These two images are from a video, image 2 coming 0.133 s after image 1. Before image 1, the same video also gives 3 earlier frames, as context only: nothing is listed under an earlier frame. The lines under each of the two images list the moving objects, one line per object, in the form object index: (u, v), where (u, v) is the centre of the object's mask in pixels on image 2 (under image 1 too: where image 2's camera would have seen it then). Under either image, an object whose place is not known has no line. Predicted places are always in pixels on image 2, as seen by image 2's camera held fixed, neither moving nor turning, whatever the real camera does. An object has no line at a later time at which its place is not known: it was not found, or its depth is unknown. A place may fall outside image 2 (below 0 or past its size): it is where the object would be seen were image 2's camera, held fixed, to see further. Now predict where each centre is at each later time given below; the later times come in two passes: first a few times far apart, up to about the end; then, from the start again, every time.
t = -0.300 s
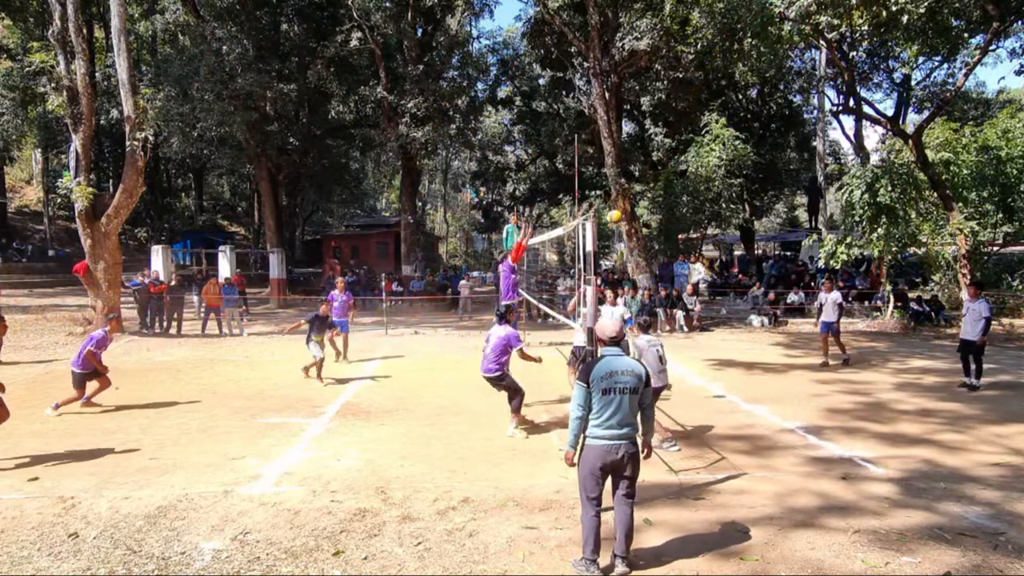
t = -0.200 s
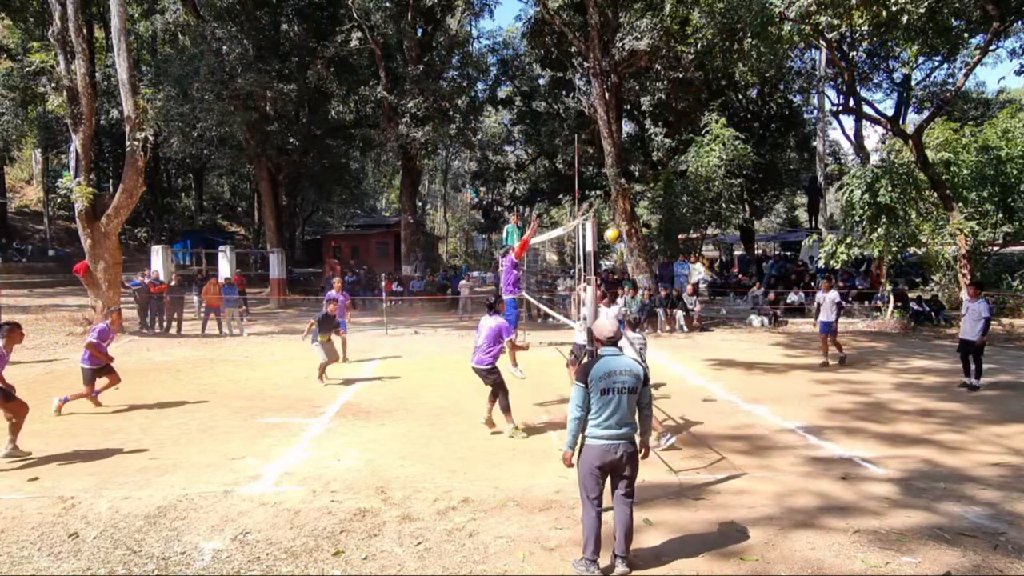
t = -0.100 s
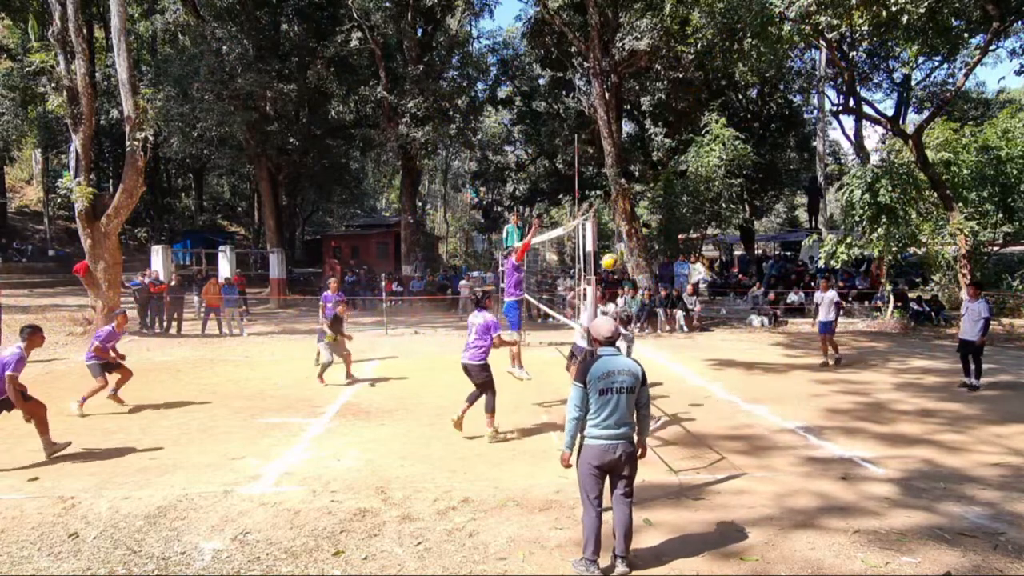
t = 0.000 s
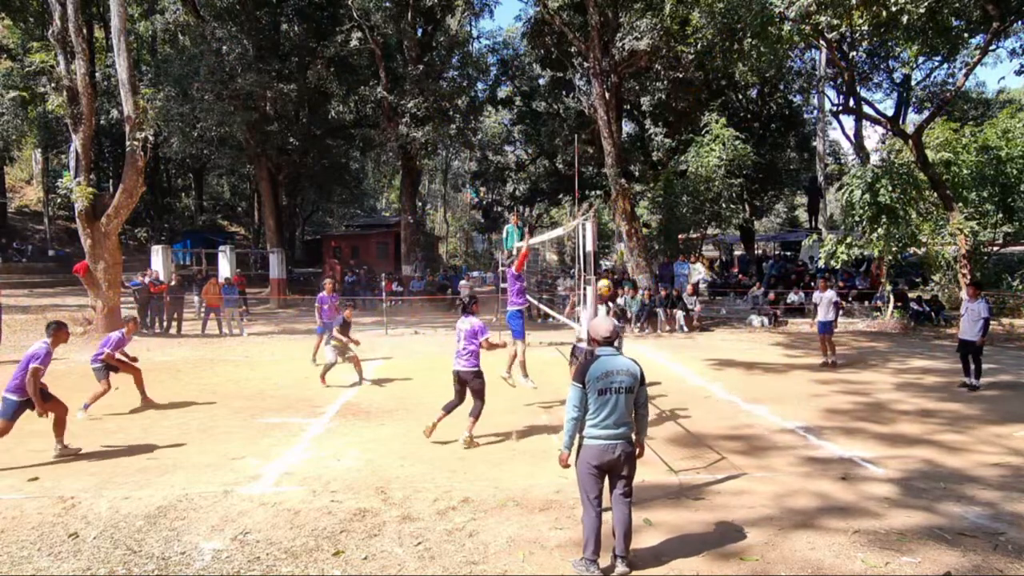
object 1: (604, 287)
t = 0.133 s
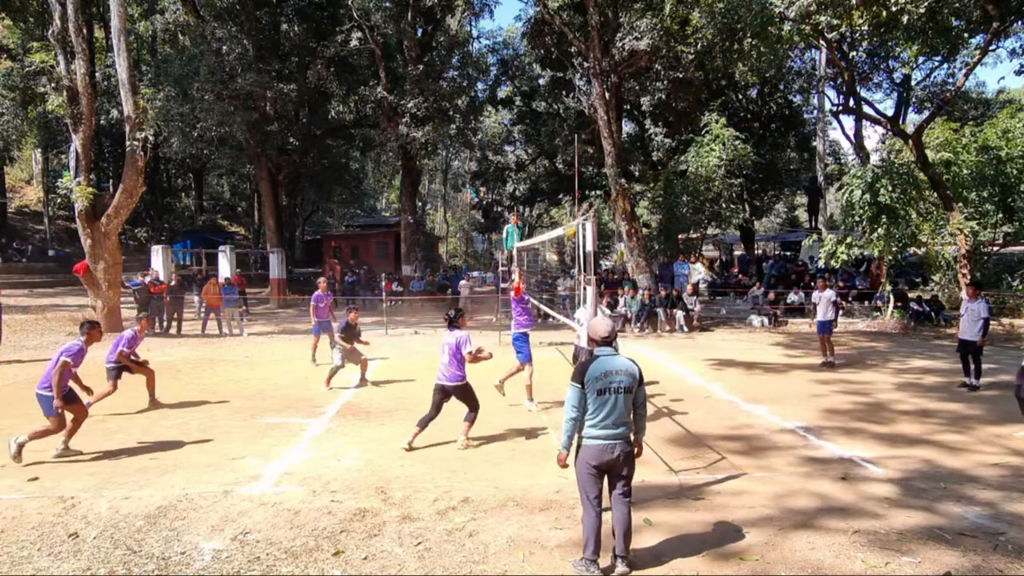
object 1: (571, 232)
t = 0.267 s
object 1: (541, 189)
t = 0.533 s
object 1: (489, 151)
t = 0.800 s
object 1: (445, 162)
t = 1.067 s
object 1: (407, 211)
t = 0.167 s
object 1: (563, 218)
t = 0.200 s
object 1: (555, 208)
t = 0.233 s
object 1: (548, 198)
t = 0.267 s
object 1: (541, 189)
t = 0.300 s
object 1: (534, 182)
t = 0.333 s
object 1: (527, 175)
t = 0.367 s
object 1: (521, 169)
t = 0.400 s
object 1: (514, 163)
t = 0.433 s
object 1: (508, 159)
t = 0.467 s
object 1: (501, 156)
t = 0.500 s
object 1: (494, 153)
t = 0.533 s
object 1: (489, 151)
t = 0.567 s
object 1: (483, 151)
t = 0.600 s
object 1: (477, 150)
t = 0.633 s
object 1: (472, 150)
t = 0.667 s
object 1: (466, 151)
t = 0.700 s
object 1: (461, 153)
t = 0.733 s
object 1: (455, 155)
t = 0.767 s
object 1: (450, 159)
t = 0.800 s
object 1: (445, 162)
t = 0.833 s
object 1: (440, 166)
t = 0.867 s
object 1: (435, 171)
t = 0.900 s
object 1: (429, 176)
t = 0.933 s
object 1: (425, 182)
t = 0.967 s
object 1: (419, 189)
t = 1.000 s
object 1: (415, 196)
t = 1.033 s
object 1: (411, 204)
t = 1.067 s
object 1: (407, 211)
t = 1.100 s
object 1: (403, 220)
